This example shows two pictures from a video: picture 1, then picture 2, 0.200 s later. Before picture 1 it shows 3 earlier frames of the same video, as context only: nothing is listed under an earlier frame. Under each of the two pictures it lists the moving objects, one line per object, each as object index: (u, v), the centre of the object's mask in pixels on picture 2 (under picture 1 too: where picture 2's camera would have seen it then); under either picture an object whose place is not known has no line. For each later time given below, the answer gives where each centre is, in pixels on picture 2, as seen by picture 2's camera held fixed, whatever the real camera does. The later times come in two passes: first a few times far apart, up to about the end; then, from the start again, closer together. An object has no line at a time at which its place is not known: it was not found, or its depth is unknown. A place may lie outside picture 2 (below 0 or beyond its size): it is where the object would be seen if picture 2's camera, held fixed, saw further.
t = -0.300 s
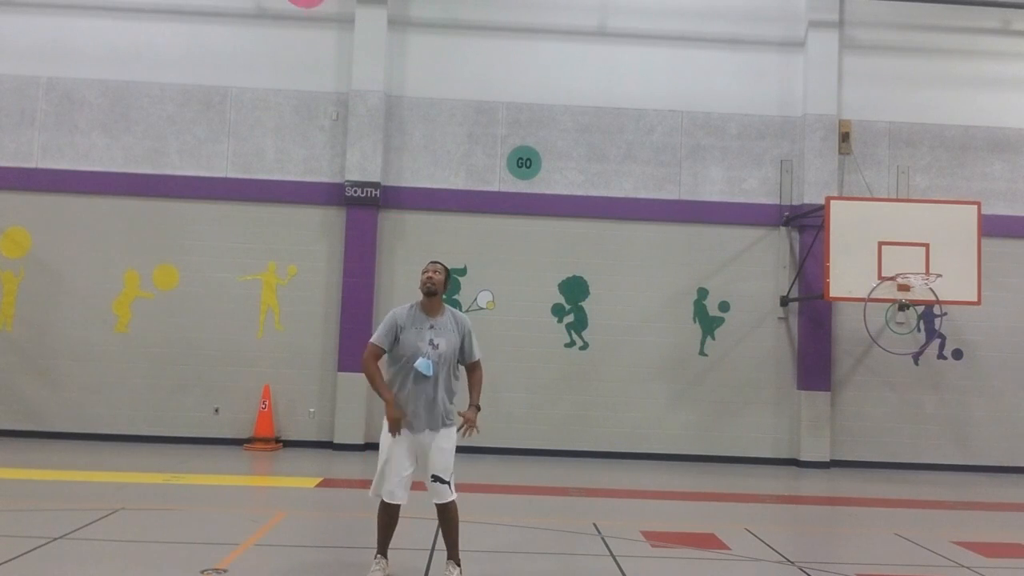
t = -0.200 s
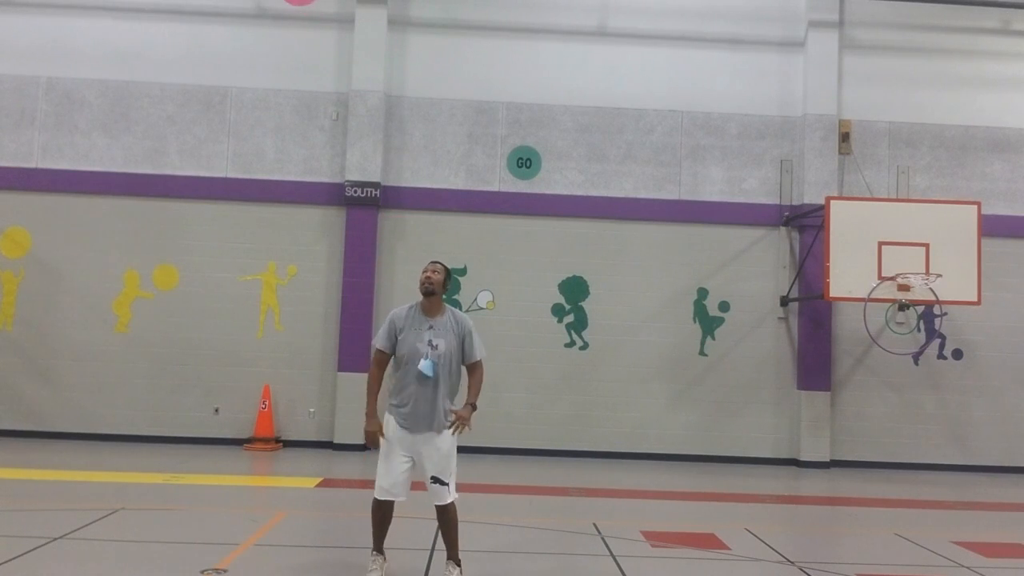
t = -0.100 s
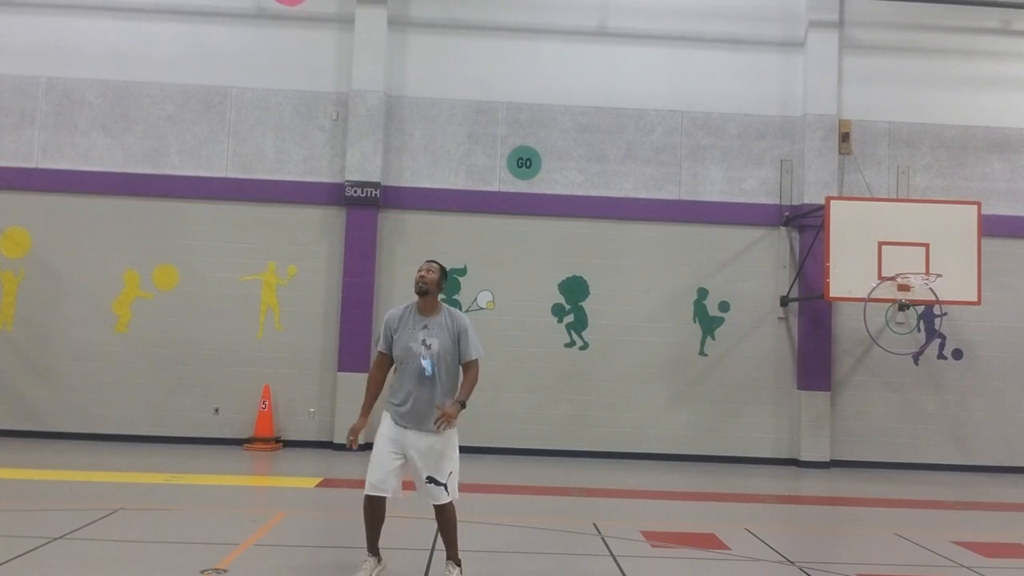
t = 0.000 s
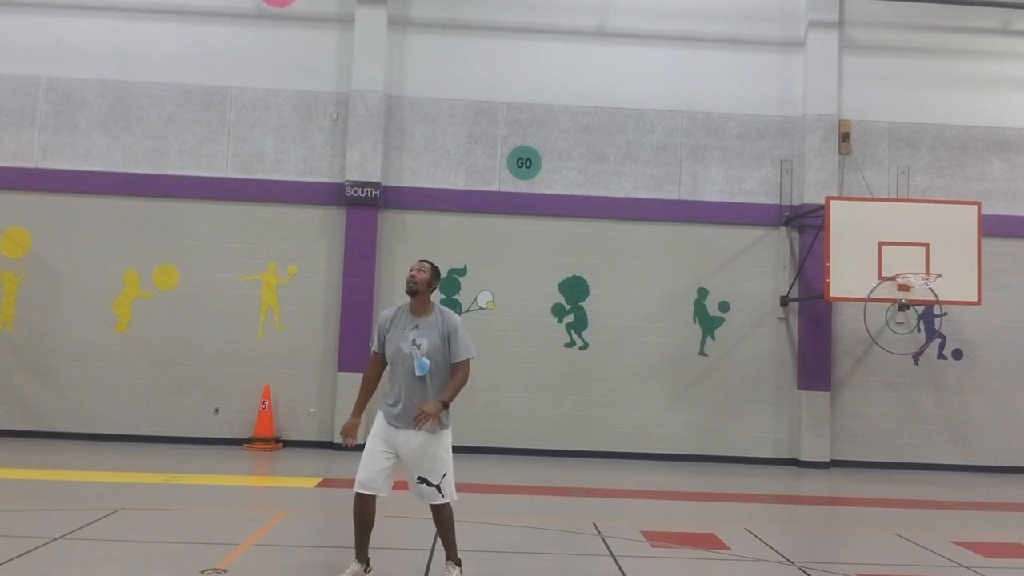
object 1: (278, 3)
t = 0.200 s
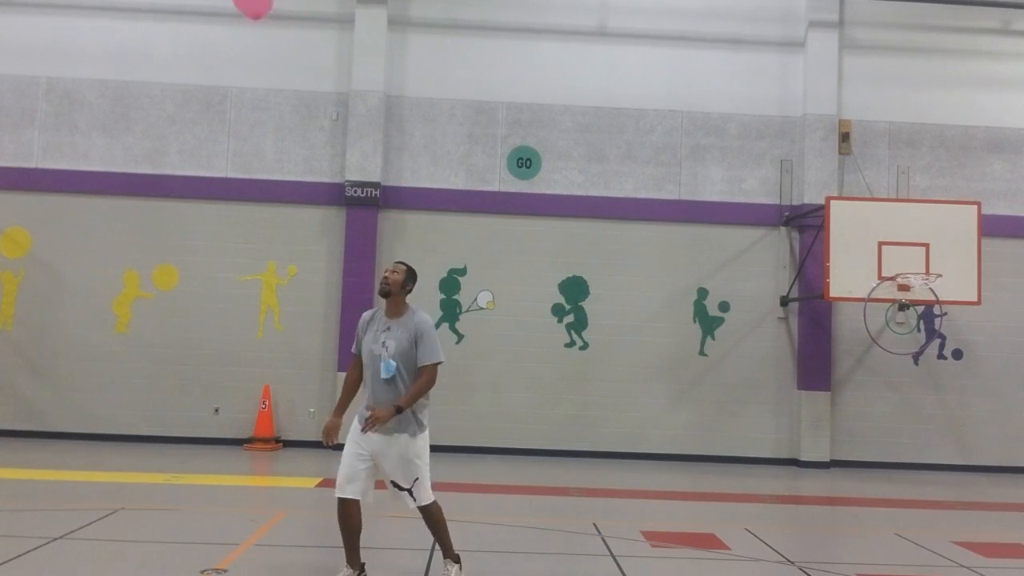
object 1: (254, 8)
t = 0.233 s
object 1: (250, 9)
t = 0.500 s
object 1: (224, 29)
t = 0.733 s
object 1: (212, 66)
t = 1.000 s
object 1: (207, 120)
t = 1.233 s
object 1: (206, 174)
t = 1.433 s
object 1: (205, 218)
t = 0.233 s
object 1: (250, 9)
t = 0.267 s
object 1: (247, 11)
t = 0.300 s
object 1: (243, 13)
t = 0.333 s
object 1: (239, 14)
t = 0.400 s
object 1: (233, 18)
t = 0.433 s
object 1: (229, 21)
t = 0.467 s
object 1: (226, 24)
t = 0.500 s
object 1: (224, 29)
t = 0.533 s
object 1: (221, 33)
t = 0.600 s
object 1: (218, 43)
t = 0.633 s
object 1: (216, 49)
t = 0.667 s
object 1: (214, 55)
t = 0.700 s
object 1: (213, 60)
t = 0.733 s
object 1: (212, 66)
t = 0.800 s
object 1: (210, 79)
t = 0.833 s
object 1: (210, 86)
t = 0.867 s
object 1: (209, 92)
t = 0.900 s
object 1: (209, 99)
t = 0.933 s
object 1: (208, 106)
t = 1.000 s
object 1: (207, 120)
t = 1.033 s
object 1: (207, 127)
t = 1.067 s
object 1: (207, 135)
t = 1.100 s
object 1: (206, 143)
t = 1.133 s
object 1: (206, 151)
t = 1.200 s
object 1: (207, 167)
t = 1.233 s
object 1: (206, 174)
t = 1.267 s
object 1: (206, 182)
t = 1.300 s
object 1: (206, 189)
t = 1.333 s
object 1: (206, 196)
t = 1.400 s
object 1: (205, 211)
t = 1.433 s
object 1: (205, 218)
